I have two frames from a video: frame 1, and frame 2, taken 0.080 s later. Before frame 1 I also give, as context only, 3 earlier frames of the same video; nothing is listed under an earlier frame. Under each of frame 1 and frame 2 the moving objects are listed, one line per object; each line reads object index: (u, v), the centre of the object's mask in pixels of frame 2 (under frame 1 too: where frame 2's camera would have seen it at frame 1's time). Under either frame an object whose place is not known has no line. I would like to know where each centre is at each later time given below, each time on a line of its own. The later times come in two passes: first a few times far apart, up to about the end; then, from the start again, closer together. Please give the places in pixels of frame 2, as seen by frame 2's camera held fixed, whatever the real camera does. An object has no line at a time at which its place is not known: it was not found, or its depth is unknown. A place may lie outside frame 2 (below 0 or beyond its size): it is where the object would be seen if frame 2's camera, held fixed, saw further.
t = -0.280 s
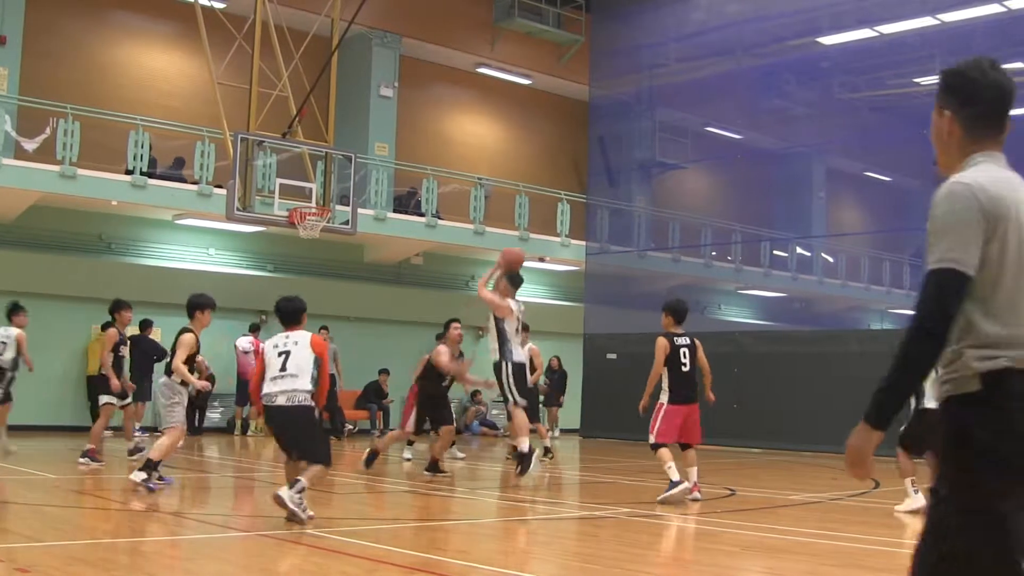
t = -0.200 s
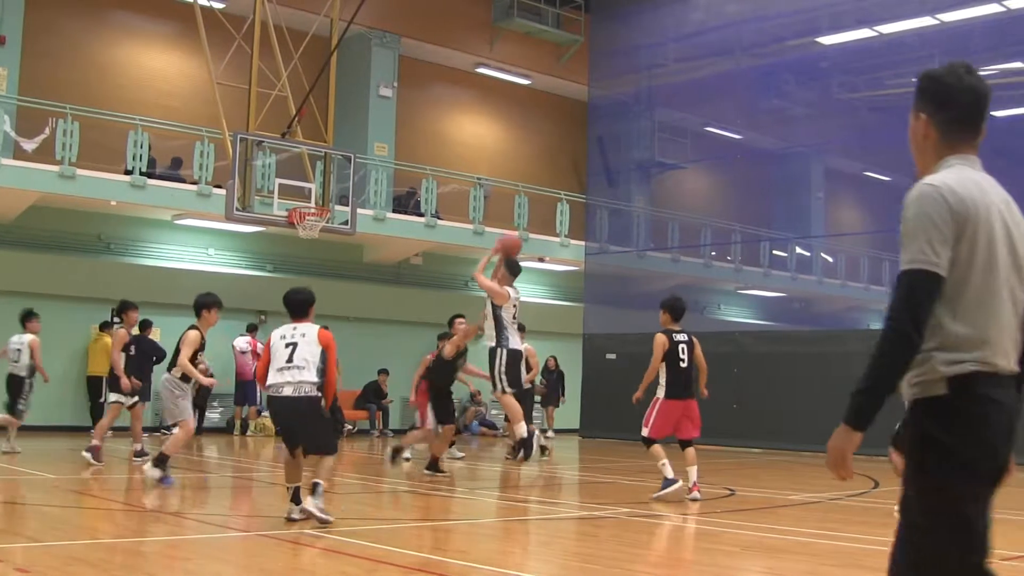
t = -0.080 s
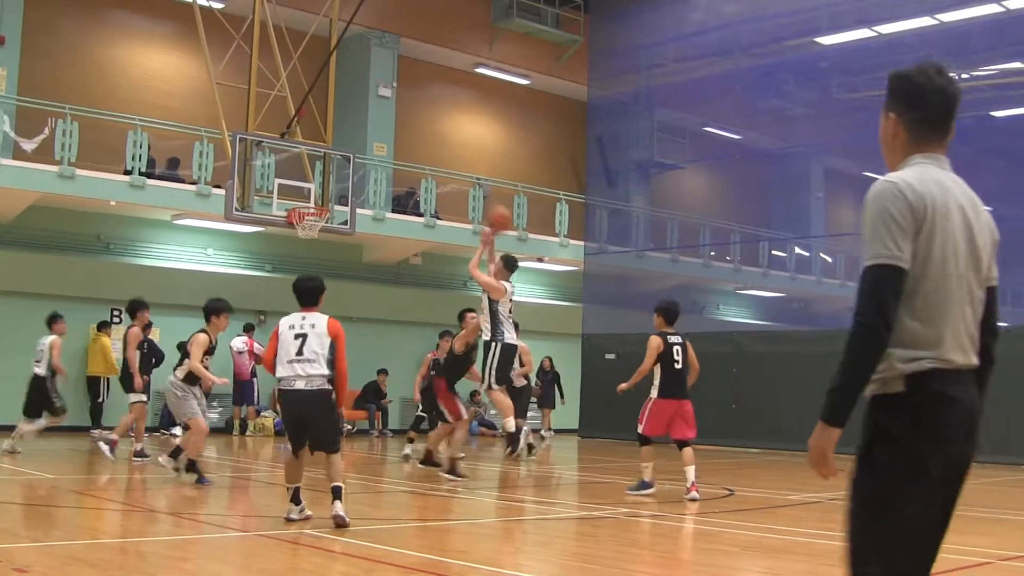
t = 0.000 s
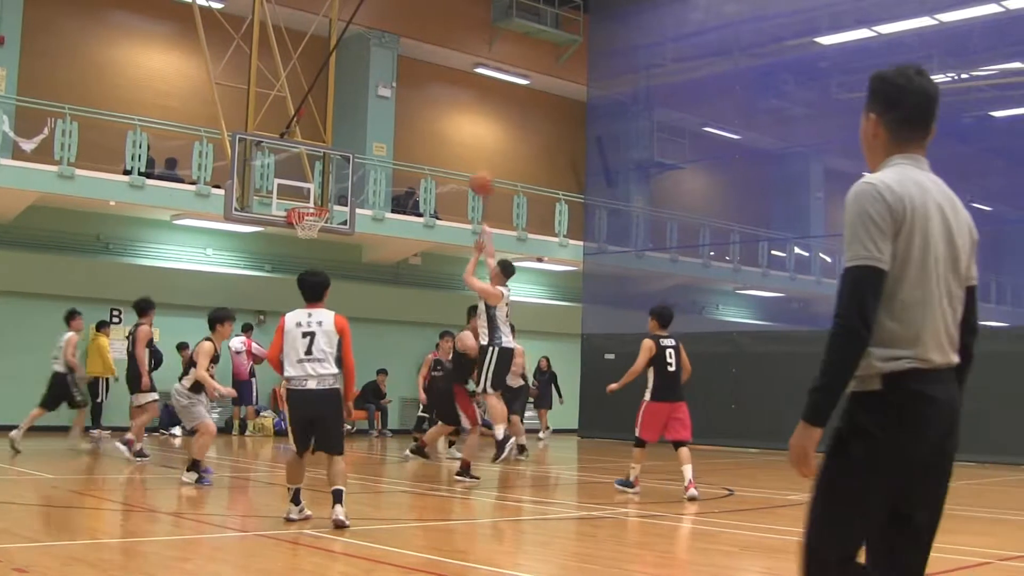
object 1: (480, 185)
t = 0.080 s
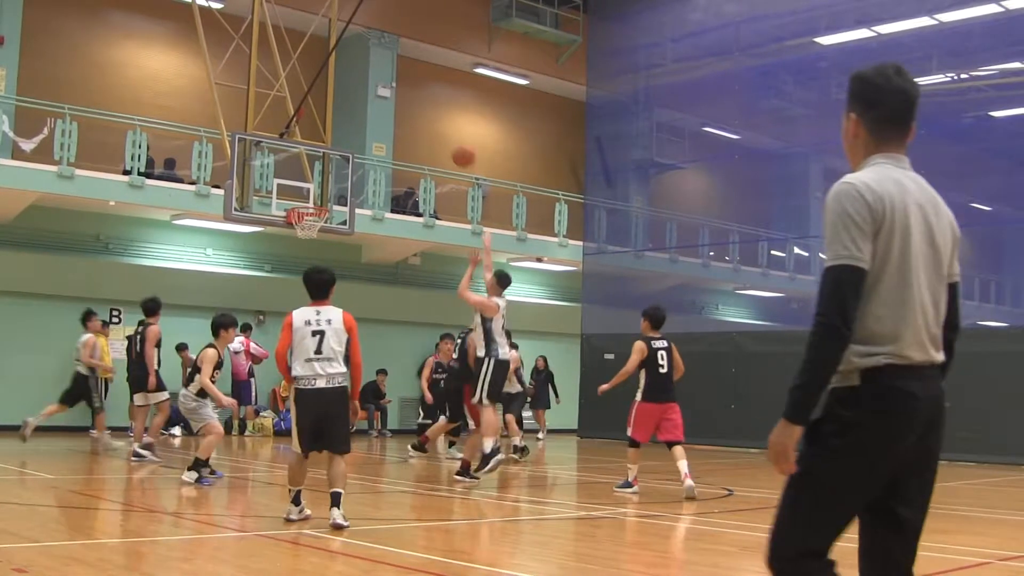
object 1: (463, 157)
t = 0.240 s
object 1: (430, 120)
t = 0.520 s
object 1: (377, 115)
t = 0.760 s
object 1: (334, 159)
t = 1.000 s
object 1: (301, 231)
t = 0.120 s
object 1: (455, 146)
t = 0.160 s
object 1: (446, 136)
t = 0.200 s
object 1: (438, 127)
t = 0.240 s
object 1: (430, 120)
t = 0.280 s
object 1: (422, 114)
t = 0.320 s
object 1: (415, 111)
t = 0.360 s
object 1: (406, 109)
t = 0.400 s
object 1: (399, 108)
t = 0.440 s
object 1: (391, 109)
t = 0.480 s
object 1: (384, 112)
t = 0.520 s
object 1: (377, 115)
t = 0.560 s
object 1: (369, 120)
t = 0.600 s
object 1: (362, 125)
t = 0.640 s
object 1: (356, 132)
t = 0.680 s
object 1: (350, 140)
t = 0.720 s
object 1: (342, 148)
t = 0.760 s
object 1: (334, 159)
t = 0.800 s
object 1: (330, 170)
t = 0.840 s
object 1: (322, 182)
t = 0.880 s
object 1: (316, 195)
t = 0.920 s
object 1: (309, 209)
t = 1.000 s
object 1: (301, 231)
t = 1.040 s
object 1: (301, 246)
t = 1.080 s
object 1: (300, 259)
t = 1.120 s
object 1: (299, 272)
